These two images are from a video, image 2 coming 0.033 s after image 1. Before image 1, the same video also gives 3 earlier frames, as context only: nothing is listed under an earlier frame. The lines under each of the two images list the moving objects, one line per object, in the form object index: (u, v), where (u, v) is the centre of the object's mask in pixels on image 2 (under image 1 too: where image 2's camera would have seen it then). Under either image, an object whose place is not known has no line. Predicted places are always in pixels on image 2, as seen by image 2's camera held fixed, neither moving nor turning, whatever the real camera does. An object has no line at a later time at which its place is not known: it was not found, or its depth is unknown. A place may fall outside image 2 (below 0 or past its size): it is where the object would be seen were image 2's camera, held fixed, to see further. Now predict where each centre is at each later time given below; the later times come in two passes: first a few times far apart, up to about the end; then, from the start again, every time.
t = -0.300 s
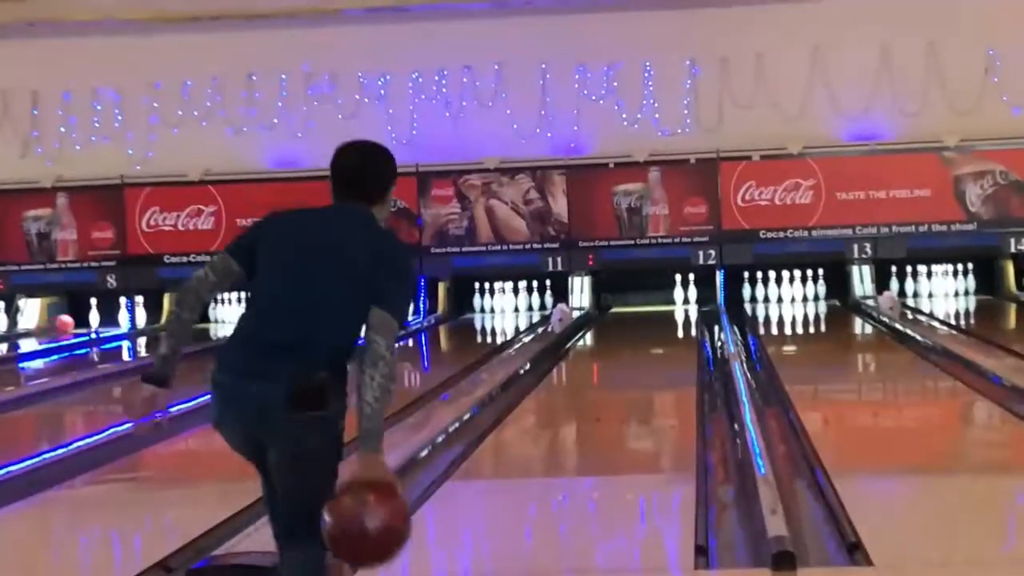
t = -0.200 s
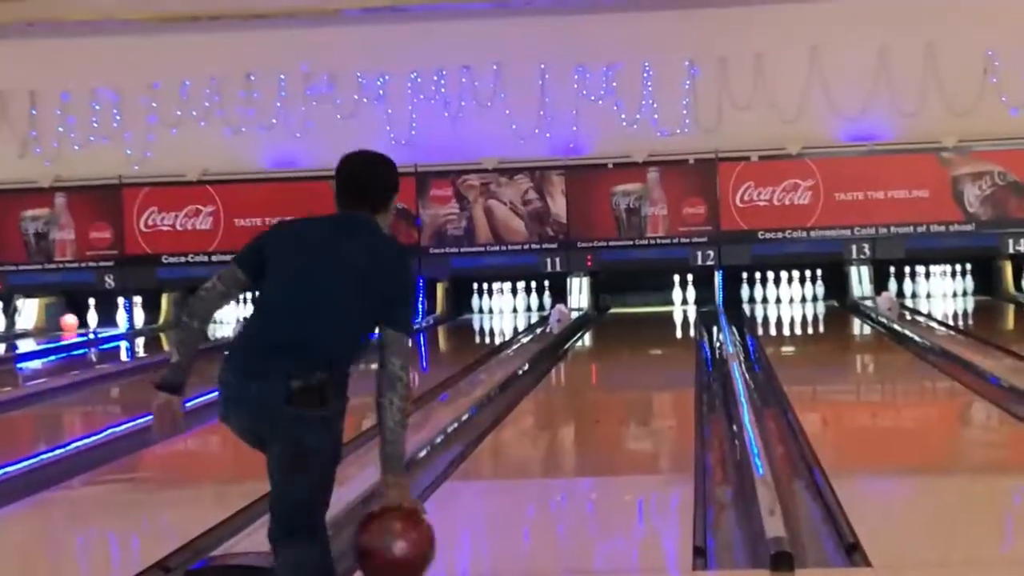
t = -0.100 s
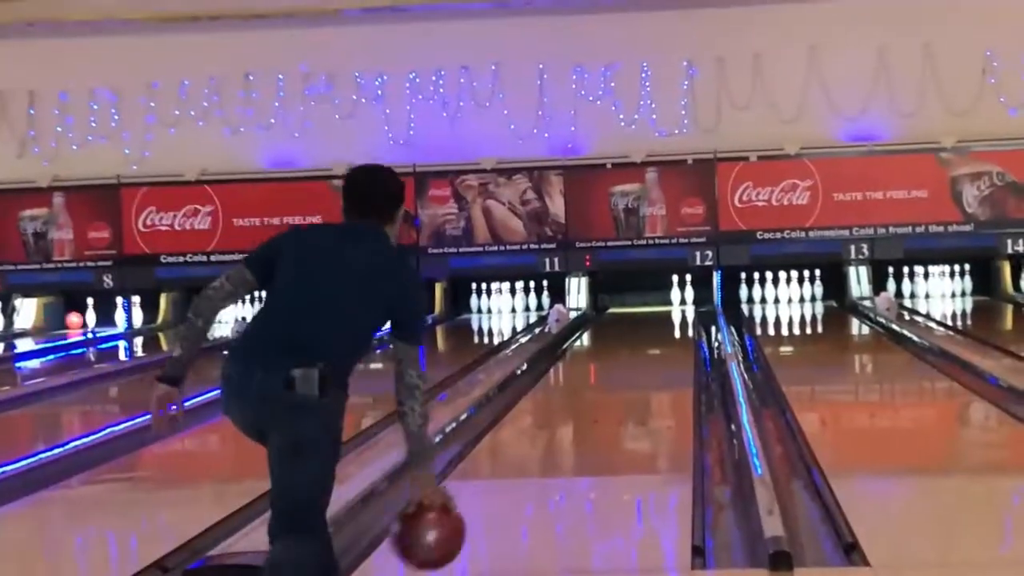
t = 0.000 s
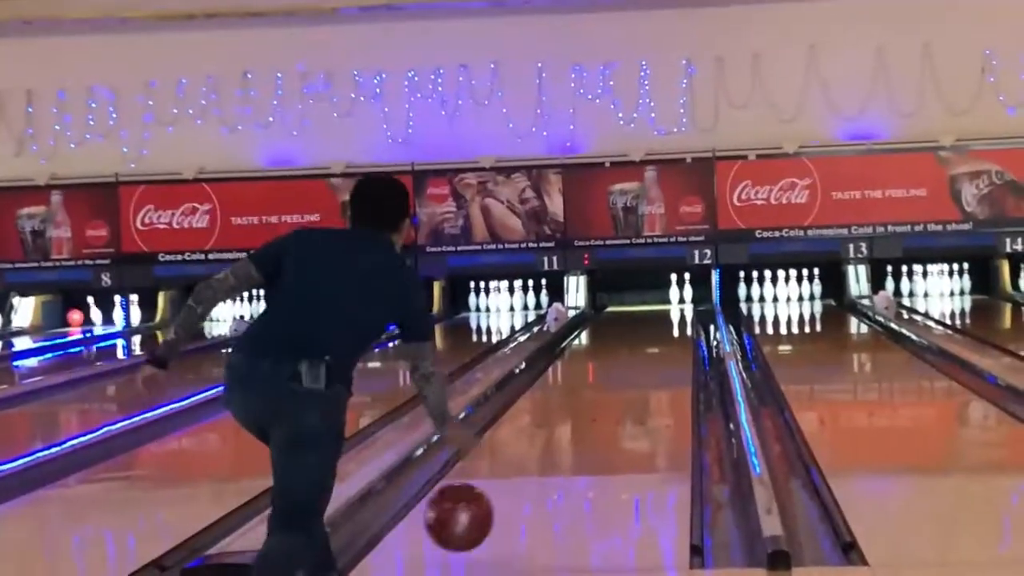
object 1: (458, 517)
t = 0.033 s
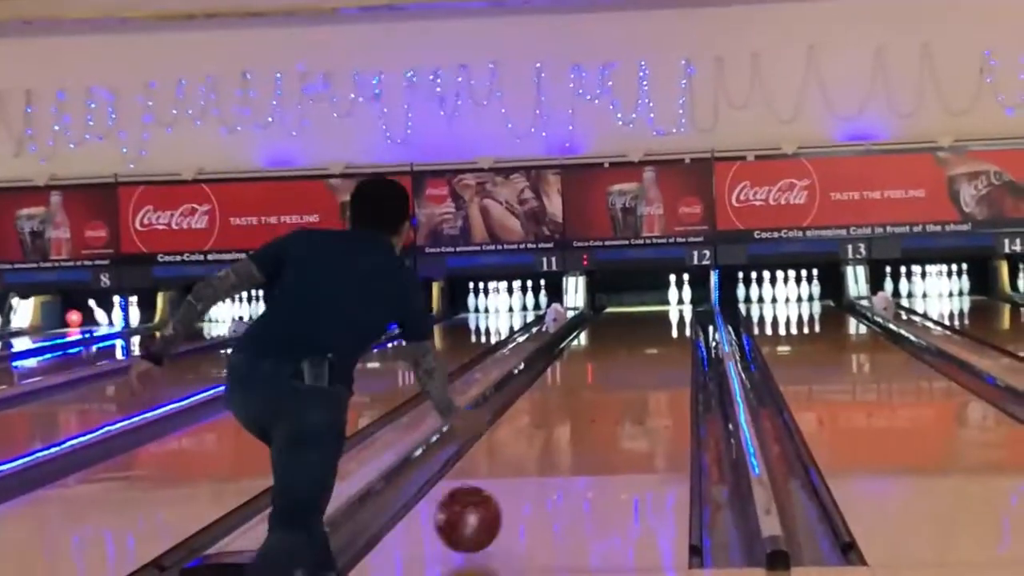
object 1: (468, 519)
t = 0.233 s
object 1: (515, 481)
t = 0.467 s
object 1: (555, 444)
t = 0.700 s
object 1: (584, 416)
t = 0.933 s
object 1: (607, 394)
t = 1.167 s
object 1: (625, 378)
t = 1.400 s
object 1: (641, 363)
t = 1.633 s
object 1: (654, 353)
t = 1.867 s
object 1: (664, 343)
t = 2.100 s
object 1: (673, 333)
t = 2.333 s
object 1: (680, 326)
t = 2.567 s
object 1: (685, 319)
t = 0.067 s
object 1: (476, 516)
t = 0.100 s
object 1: (485, 508)
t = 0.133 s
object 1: (493, 501)
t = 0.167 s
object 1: (501, 494)
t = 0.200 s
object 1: (508, 488)
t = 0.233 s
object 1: (515, 481)
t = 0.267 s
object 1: (522, 475)
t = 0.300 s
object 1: (528, 469)
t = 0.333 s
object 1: (534, 463)
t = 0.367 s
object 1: (539, 458)
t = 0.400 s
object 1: (545, 453)
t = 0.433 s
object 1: (550, 448)
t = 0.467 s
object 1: (555, 444)
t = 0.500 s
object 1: (559, 440)
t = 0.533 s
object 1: (564, 435)
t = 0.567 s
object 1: (568, 430)
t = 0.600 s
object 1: (573, 427)
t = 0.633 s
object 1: (577, 423)
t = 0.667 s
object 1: (580, 420)
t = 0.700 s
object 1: (584, 416)
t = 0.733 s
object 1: (588, 412)
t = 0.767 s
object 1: (591, 409)
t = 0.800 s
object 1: (595, 405)
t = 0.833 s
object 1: (598, 402)
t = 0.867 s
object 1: (601, 399)
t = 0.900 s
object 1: (604, 397)
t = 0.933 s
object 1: (607, 394)
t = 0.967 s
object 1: (610, 392)
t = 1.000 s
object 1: (613, 389)
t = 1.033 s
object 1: (615, 387)
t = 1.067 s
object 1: (618, 384)
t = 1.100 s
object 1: (620, 382)
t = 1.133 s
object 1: (623, 380)
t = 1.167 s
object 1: (625, 378)
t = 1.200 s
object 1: (627, 375)
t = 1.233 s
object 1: (630, 373)
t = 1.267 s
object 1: (633, 370)
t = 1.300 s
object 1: (634, 369)
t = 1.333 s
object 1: (636, 367)
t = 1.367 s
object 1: (639, 366)
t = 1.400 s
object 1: (641, 363)
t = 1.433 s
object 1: (642, 361)
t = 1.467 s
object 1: (644, 360)
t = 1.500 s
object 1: (647, 359)
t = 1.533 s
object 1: (648, 357)
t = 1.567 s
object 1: (651, 355)
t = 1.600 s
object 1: (652, 353)
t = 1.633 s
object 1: (654, 353)
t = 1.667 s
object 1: (654, 352)
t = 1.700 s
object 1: (656, 351)
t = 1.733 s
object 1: (657, 349)
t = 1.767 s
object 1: (659, 348)
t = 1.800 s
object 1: (660, 348)
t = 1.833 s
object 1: (662, 346)
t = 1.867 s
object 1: (664, 343)
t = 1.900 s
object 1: (665, 341)
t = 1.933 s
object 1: (666, 339)
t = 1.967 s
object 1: (668, 338)
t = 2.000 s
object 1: (669, 337)
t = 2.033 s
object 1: (671, 336)
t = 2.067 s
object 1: (672, 334)
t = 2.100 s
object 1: (673, 333)
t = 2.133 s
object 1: (674, 331)
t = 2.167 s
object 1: (675, 331)
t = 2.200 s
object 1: (676, 329)
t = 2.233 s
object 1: (677, 329)
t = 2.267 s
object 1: (678, 327)
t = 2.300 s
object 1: (678, 327)
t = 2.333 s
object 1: (680, 326)
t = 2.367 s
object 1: (680, 325)
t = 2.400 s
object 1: (681, 324)
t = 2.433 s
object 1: (682, 322)
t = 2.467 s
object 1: (683, 322)
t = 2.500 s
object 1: (684, 321)
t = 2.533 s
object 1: (685, 321)
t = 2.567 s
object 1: (685, 319)
